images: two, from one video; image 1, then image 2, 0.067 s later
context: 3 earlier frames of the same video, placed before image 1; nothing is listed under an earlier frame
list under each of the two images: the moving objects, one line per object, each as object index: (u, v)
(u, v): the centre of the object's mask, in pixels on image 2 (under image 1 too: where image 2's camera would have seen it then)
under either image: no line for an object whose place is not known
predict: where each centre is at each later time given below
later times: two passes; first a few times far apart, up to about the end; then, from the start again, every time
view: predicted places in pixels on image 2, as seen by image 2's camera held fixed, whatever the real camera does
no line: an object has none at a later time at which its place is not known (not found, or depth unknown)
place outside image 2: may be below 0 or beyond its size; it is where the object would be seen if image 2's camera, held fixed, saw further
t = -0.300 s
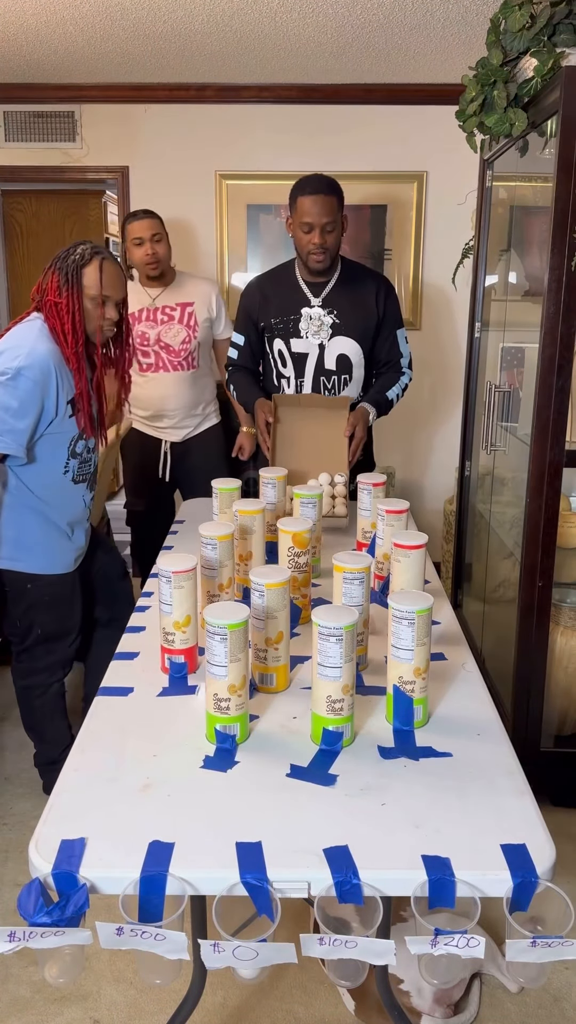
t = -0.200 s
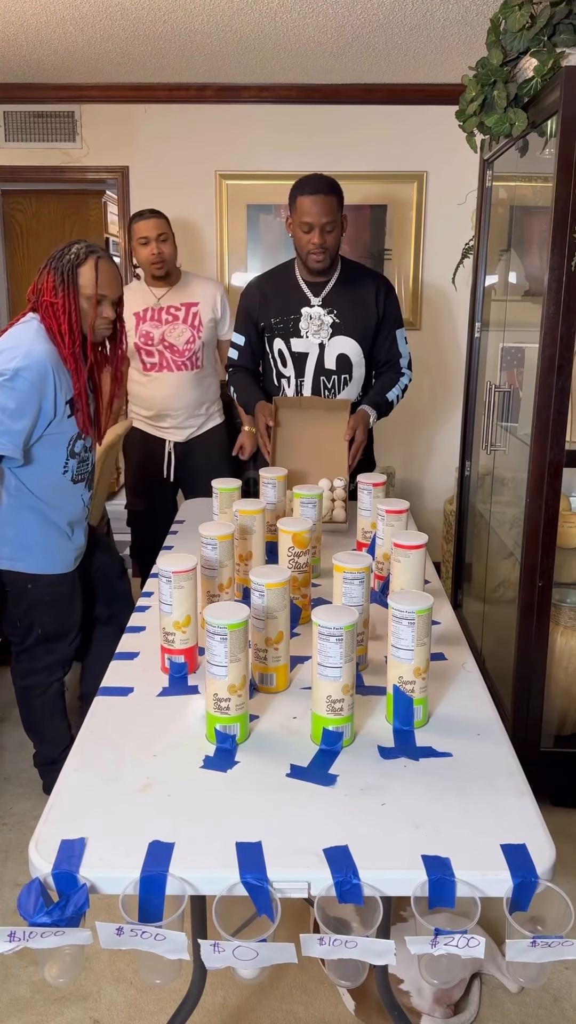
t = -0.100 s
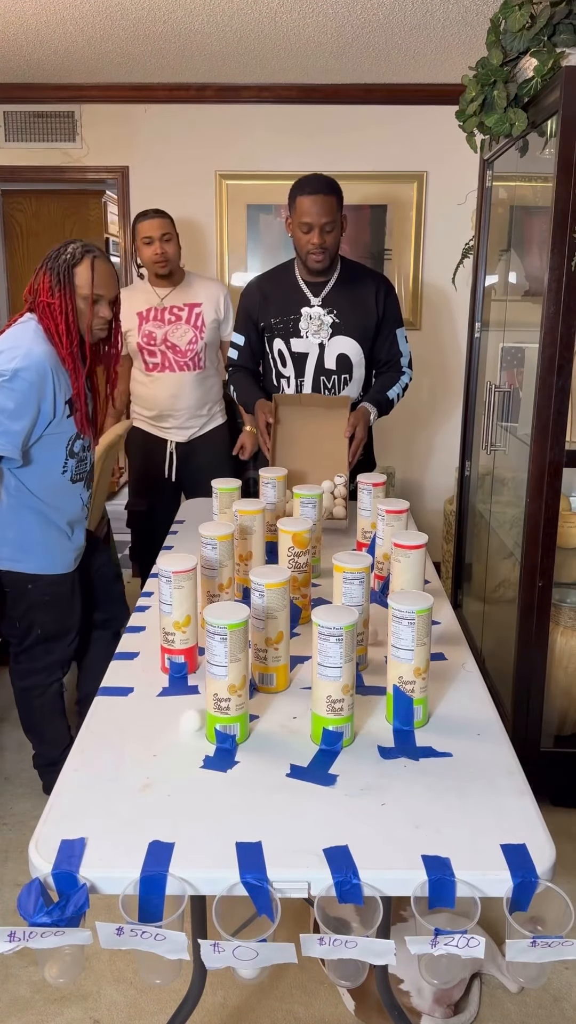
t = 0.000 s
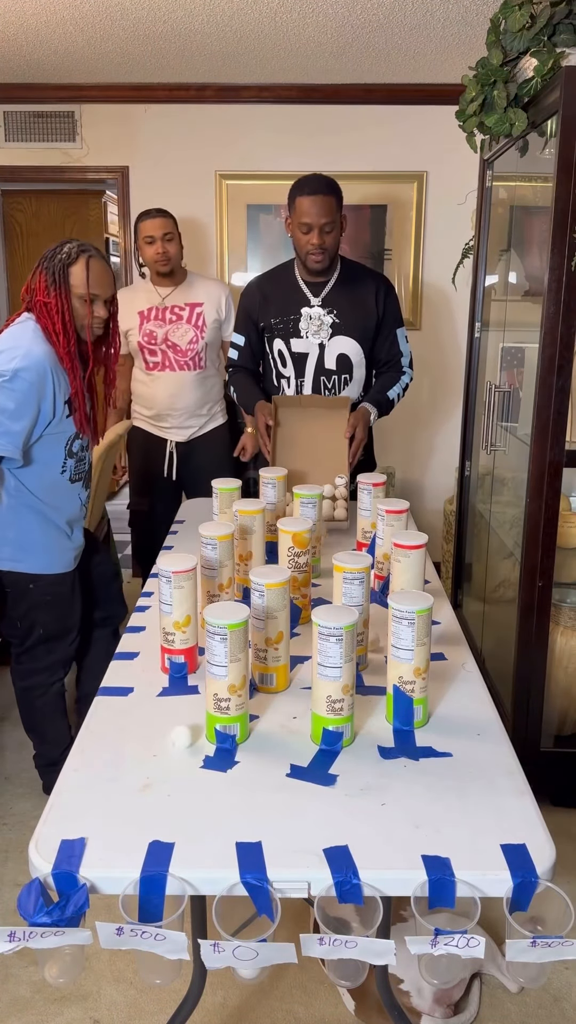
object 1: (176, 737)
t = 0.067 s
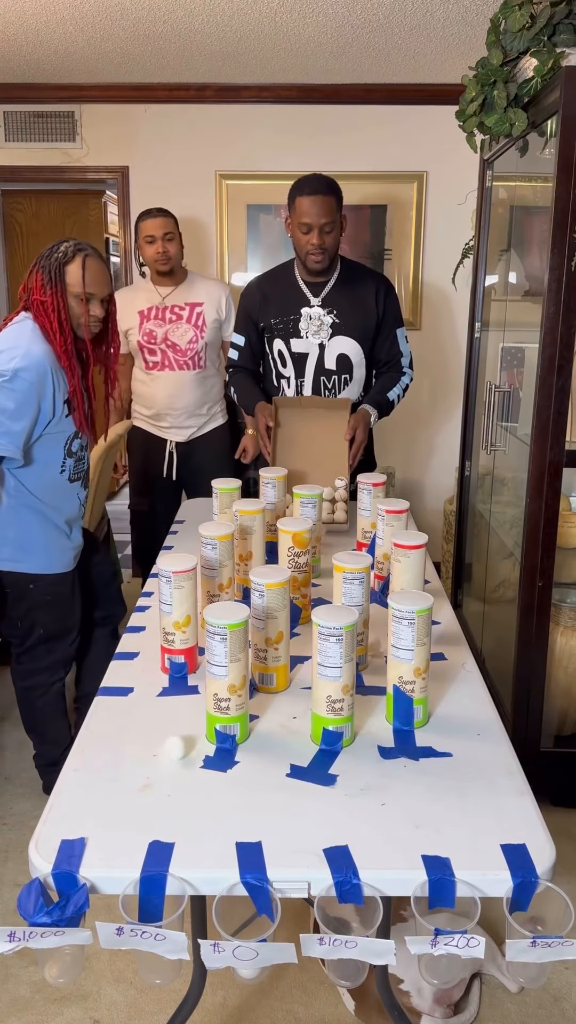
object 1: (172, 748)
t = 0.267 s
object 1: (148, 787)
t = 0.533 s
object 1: (99, 853)
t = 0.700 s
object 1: (101, 915)
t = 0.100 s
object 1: (167, 754)
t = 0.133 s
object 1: (165, 759)
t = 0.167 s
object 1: (160, 768)
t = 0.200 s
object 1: (157, 773)
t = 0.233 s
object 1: (153, 780)
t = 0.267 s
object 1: (148, 787)
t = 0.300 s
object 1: (143, 795)
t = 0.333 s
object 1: (138, 802)
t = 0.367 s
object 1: (133, 810)
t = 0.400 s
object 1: (128, 818)
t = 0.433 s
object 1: (122, 827)
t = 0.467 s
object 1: (117, 835)
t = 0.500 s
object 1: (110, 843)
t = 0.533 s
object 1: (99, 853)
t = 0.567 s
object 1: (94, 864)
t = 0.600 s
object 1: (94, 875)
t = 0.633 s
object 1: (96, 887)
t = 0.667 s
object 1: (99, 899)
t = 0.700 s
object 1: (101, 915)
